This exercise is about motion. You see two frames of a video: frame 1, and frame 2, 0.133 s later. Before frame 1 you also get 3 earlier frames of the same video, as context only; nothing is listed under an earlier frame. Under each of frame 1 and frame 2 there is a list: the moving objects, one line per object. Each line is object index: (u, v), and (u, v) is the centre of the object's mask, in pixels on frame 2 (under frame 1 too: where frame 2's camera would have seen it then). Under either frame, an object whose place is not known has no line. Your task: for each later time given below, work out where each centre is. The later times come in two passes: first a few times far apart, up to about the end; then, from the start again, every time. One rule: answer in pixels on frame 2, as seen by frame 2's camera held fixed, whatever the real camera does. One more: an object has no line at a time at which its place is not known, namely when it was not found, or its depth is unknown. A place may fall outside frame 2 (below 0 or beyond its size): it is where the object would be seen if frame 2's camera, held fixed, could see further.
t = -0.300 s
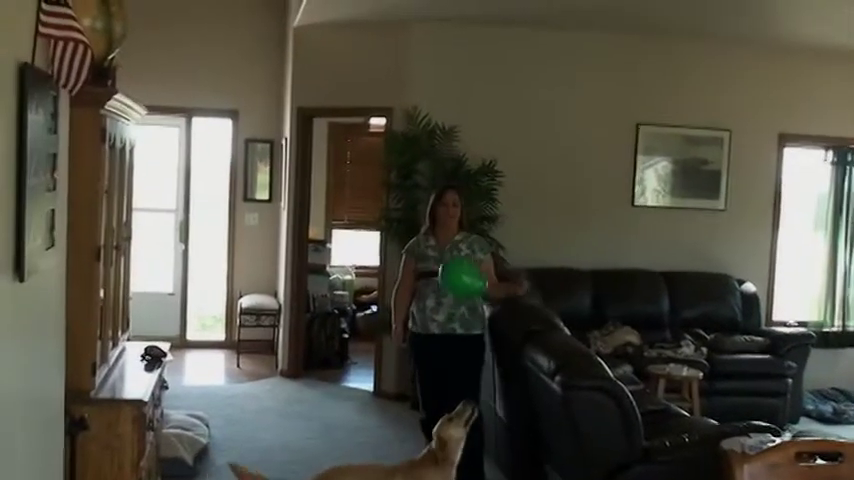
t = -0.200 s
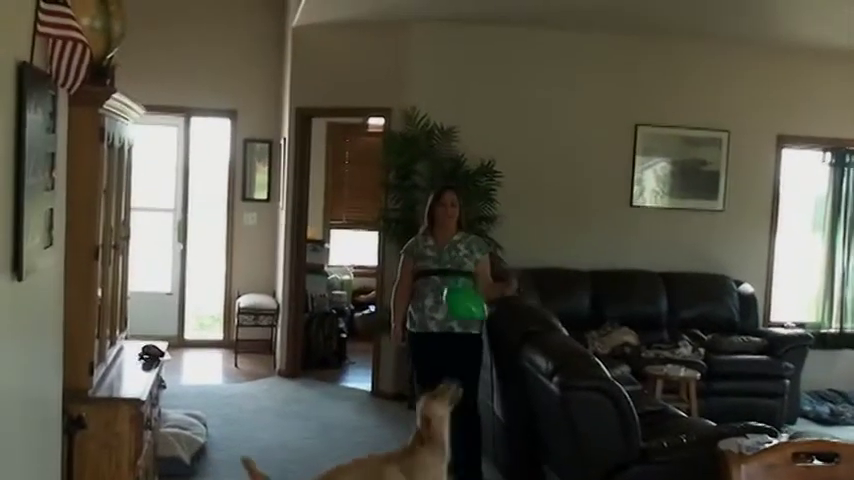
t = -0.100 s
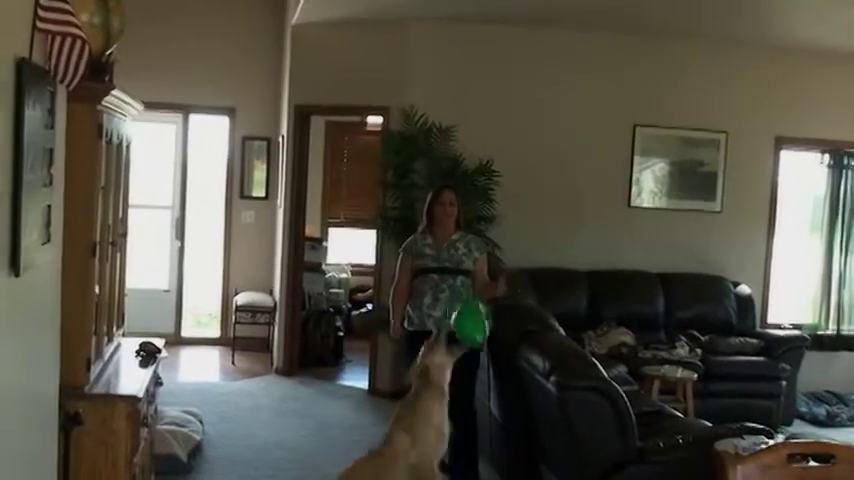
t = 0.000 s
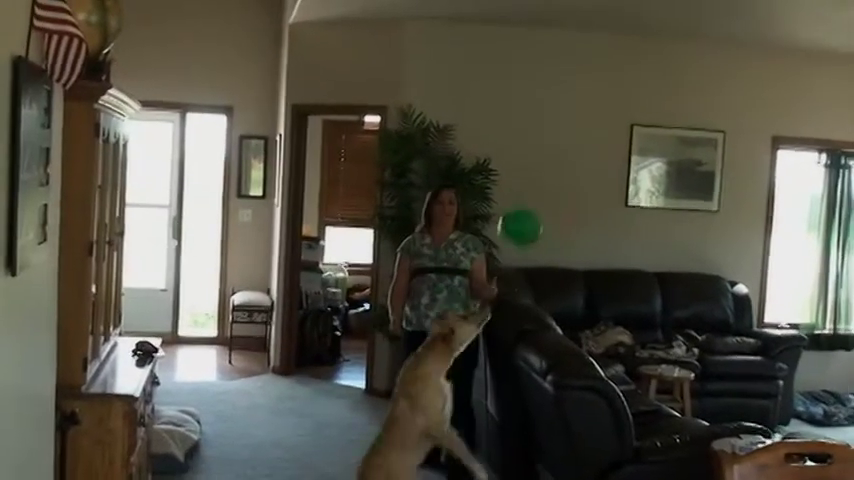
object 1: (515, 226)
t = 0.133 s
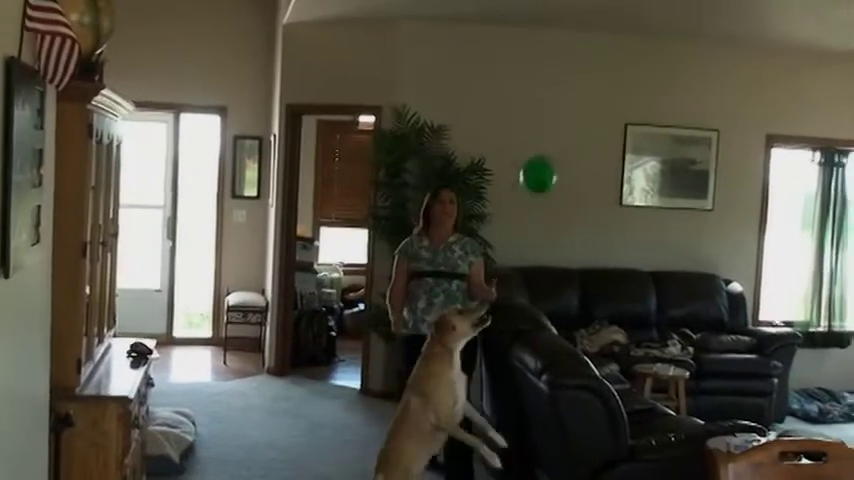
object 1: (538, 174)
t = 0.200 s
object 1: (547, 159)
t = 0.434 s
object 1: (575, 132)
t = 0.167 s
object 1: (543, 166)
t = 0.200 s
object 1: (547, 159)
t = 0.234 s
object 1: (551, 154)
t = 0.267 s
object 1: (555, 149)
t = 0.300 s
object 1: (559, 145)
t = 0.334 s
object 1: (562, 142)
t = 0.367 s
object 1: (567, 139)
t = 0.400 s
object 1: (570, 136)
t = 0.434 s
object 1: (575, 132)
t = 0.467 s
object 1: (578, 128)
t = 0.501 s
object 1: (581, 124)
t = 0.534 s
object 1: (584, 119)
